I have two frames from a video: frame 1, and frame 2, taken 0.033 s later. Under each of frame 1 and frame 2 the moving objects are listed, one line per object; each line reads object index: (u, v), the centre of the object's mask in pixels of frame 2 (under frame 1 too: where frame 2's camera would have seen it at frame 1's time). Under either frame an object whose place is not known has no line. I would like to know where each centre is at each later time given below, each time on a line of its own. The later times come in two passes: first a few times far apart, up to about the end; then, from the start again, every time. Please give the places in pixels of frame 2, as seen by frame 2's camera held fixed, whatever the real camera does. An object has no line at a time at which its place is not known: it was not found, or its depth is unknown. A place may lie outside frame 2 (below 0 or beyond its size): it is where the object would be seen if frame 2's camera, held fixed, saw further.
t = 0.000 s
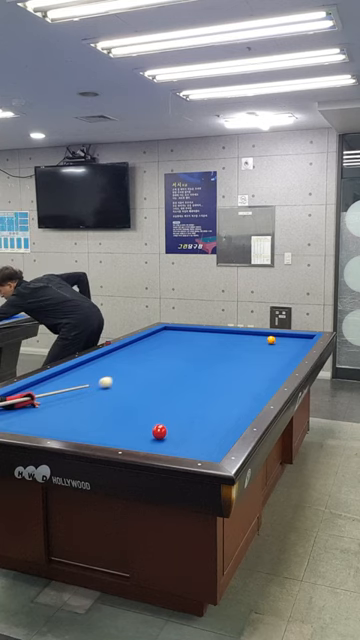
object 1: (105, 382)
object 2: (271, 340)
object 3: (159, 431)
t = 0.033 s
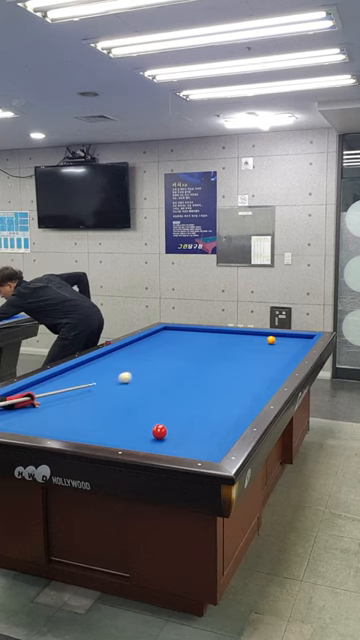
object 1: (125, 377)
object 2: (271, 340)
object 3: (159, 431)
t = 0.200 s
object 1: (201, 358)
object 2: (271, 340)
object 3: (159, 431)
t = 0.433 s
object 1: (275, 341)
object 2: (269, 338)
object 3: (159, 431)
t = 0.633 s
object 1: (295, 339)
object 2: (264, 336)
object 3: (159, 431)
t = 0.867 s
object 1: (264, 334)
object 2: (249, 342)
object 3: (159, 431)
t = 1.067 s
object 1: (237, 335)
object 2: (237, 348)
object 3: (159, 431)
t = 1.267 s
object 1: (210, 336)
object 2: (222, 354)
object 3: (159, 431)
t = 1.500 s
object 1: (177, 338)
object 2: (205, 362)
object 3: (159, 431)
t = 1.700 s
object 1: (150, 339)
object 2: (187, 370)
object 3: (159, 431)
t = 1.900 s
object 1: (141, 342)
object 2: (169, 379)
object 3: (159, 432)
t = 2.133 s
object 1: (148, 347)
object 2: (144, 390)
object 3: (159, 432)
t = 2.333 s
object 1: (154, 352)
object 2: (120, 400)
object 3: (159, 431)
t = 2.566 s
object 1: (162, 358)
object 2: (89, 414)
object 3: (159, 432)
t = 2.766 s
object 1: (169, 364)
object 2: (58, 428)
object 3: (159, 432)
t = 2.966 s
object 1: (177, 370)
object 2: (57, 426)
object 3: (159, 431)
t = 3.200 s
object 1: (187, 377)
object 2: (72, 415)
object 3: (159, 431)
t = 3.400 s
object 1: (197, 384)
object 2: (83, 408)
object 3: (159, 432)
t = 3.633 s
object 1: (208, 393)
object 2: (95, 400)
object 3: (159, 432)
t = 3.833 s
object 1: (219, 402)
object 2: (104, 393)
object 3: (159, 431)
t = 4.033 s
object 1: (231, 411)
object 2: (113, 387)
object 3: (159, 431)
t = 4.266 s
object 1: (230, 419)
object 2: (122, 381)
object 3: (159, 432)
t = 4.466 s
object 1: (214, 423)
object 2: (129, 376)
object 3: (159, 431)
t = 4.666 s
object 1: (198, 427)
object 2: (136, 371)
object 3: (159, 431)
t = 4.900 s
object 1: (179, 432)
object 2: (143, 367)
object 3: (159, 431)
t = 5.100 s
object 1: (166, 437)
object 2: (148, 363)
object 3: (155, 431)
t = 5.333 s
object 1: (154, 442)
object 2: (155, 359)
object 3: (150, 430)
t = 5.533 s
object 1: (146, 444)
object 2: (159, 355)
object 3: (146, 430)
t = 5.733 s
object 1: (148, 441)
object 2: (164, 352)
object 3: (141, 429)
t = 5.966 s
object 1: (150, 437)
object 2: (169, 349)
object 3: (137, 429)
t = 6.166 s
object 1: (152, 434)
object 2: (172, 346)
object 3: (134, 428)
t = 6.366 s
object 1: (153, 431)
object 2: (176, 344)
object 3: (131, 427)
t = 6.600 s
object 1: (155, 427)
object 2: (180, 341)
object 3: (127, 427)
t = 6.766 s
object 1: (156, 425)
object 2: (183, 339)
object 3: (126, 427)
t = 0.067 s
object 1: (142, 373)
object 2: (271, 340)
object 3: (159, 431)
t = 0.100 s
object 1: (159, 369)
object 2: (271, 340)
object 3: (159, 431)
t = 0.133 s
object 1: (174, 365)
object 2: (271, 340)
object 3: (159, 431)
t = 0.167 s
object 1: (188, 362)
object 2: (271, 340)
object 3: (159, 431)
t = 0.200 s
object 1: (201, 358)
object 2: (271, 340)
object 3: (159, 431)
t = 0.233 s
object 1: (214, 355)
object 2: (271, 340)
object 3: (159, 431)
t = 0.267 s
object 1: (226, 353)
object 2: (271, 340)
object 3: (159, 431)
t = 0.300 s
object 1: (237, 350)
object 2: (271, 340)
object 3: (159, 431)
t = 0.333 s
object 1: (247, 347)
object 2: (271, 340)
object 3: (159, 431)
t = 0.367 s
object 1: (256, 345)
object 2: (271, 340)
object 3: (159, 431)
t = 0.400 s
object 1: (265, 343)
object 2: (272, 339)
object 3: (159, 431)
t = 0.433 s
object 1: (275, 341)
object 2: (269, 338)
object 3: (159, 431)
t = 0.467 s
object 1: (283, 341)
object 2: (270, 337)
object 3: (159, 431)
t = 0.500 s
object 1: (292, 341)
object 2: (270, 335)
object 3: (159, 431)
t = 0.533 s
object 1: (301, 341)
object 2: (270, 334)
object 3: (159, 431)
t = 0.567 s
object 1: (306, 341)
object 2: (268, 334)
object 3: (159, 431)
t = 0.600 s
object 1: (300, 340)
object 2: (266, 334)
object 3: (159, 431)
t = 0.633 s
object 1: (295, 339)
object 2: (264, 336)
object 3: (159, 431)
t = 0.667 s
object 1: (290, 337)
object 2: (262, 337)
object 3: (159, 431)
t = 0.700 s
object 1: (285, 336)
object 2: (259, 337)
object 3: (159, 431)
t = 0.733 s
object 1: (281, 335)
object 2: (258, 338)
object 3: (159, 431)
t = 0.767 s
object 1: (277, 334)
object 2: (256, 340)
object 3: (159, 431)
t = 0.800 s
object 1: (274, 334)
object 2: (254, 340)
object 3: (159, 431)
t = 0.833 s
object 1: (269, 333)
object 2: (251, 341)
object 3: (159, 431)
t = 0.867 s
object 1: (264, 334)
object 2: (249, 342)
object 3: (159, 431)
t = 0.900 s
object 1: (260, 334)
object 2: (247, 343)
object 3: (159, 431)
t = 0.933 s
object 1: (255, 334)
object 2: (245, 344)
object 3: (159, 431)
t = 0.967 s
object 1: (251, 335)
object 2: (243, 345)
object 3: (159, 431)
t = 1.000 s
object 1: (246, 335)
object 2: (241, 346)
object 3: (159, 431)
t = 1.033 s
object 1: (241, 335)
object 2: (239, 347)
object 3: (159, 431)
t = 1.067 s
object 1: (237, 335)
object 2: (237, 348)
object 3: (159, 431)
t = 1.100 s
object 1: (232, 335)
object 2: (234, 349)
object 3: (159, 431)
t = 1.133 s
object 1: (228, 336)
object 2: (232, 350)
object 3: (159, 431)
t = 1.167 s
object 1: (223, 336)
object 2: (230, 351)
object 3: (159, 431)
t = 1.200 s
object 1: (219, 336)
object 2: (228, 352)
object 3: (159, 431)
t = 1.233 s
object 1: (214, 336)
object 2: (225, 353)
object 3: (159, 431)
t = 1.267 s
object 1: (210, 336)
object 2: (222, 354)
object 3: (159, 431)
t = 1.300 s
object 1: (205, 336)
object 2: (220, 355)
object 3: (159, 431)
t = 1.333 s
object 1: (200, 337)
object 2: (218, 357)
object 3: (159, 431)
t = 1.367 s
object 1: (196, 337)
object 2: (215, 358)
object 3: (159, 431)
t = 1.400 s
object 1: (191, 337)
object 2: (213, 359)
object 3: (159, 431)
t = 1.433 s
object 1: (187, 337)
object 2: (210, 360)
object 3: (159, 431)
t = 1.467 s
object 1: (182, 338)
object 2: (207, 361)
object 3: (159, 431)
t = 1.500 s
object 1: (177, 338)
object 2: (205, 362)
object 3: (159, 431)
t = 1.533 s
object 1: (173, 338)
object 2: (202, 363)
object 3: (159, 431)
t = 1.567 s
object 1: (168, 338)
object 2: (199, 365)
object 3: (159, 431)
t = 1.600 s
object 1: (164, 338)
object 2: (196, 366)
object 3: (159, 431)
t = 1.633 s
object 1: (159, 339)
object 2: (193, 367)
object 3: (159, 431)
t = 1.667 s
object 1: (154, 339)
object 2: (190, 369)
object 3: (159, 431)
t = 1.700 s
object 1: (150, 339)
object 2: (187, 370)
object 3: (159, 431)
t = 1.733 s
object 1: (145, 339)
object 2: (185, 371)
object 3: (159, 431)
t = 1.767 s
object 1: (140, 340)
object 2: (181, 373)
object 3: (159, 431)
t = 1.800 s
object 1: (136, 340)
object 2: (179, 374)
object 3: (159, 431)
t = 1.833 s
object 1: (138, 341)
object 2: (175, 376)
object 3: (159, 431)
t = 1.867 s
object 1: (139, 342)
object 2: (172, 377)
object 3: (159, 431)
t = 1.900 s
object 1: (141, 342)
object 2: (169, 379)
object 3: (159, 432)
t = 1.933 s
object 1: (141, 343)
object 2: (166, 380)
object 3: (159, 431)
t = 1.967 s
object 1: (142, 343)
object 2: (162, 381)
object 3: (159, 431)
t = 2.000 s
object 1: (143, 344)
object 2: (159, 383)
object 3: (159, 432)
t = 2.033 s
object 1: (145, 345)
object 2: (155, 385)
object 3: (159, 432)
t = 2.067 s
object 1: (146, 346)
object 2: (152, 386)
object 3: (159, 432)
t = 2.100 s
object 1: (146, 346)
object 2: (148, 388)
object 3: (159, 432)
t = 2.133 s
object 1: (148, 347)
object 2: (144, 390)
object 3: (159, 432)
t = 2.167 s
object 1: (149, 348)
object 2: (140, 391)
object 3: (159, 431)
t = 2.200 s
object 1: (150, 349)
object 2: (136, 393)
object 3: (159, 431)
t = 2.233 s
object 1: (151, 350)
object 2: (132, 395)
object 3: (159, 431)
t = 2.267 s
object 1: (152, 350)
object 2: (128, 397)
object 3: (159, 431)
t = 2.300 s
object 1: (153, 351)
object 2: (124, 398)
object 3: (159, 431)
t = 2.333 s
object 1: (154, 352)
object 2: (120, 400)
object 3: (159, 431)
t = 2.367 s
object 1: (155, 353)
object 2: (116, 402)
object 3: (159, 431)
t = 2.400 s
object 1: (156, 354)
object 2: (112, 404)
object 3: (159, 431)
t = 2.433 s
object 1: (157, 354)
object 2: (107, 406)
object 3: (159, 431)
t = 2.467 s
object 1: (158, 355)
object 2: (103, 408)
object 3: (159, 431)
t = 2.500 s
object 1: (159, 356)
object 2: (98, 410)
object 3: (159, 431)
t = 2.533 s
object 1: (161, 357)
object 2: (93, 412)
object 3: (159, 431)
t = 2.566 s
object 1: (162, 358)
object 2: (89, 414)
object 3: (159, 432)
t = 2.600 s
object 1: (163, 359)
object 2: (84, 417)
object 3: (159, 431)
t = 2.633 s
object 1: (164, 360)
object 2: (79, 419)
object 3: (159, 431)
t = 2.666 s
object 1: (166, 361)
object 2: (74, 421)
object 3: (159, 431)
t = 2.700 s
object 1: (167, 362)
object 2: (68, 423)
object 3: (159, 432)
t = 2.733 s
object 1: (168, 363)
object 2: (63, 426)
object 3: (159, 432)
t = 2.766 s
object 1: (169, 364)
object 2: (58, 428)
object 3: (159, 432)
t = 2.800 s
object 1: (171, 365)
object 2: (53, 429)
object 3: (159, 431)
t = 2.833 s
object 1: (172, 366)
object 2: (47, 431)
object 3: (159, 431)
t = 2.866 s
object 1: (173, 367)
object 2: (48, 430)
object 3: (159, 431)
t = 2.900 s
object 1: (174, 368)
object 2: (52, 429)
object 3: (159, 432)
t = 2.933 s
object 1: (176, 368)
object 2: (55, 428)
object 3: (159, 432)
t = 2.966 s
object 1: (177, 370)
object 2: (57, 426)
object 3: (159, 431)
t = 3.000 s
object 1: (178, 371)
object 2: (60, 424)
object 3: (159, 431)
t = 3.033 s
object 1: (180, 372)
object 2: (62, 423)
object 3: (159, 432)
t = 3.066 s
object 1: (181, 373)
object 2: (64, 421)
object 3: (159, 431)
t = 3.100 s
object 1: (183, 374)
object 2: (66, 420)
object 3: (159, 431)
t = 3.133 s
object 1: (184, 375)
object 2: (68, 418)
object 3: (159, 431)
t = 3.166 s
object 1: (185, 376)
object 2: (70, 417)
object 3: (159, 432)
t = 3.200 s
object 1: (187, 377)
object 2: (72, 415)
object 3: (159, 431)
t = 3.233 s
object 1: (189, 378)
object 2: (74, 414)
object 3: (159, 431)
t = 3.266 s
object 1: (190, 379)
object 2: (76, 413)
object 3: (159, 431)
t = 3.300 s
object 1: (192, 381)
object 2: (78, 412)
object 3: (159, 431)
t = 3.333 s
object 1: (193, 382)
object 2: (80, 410)
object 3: (159, 432)
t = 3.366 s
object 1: (195, 383)
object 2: (82, 409)
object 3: (159, 431)
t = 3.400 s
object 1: (197, 384)
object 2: (83, 408)
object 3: (159, 432)
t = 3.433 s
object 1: (198, 385)
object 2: (85, 407)
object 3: (159, 432)
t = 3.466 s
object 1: (200, 387)
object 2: (87, 405)
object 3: (159, 432)
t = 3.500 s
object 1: (202, 388)
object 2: (89, 404)
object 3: (159, 431)
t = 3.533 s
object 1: (203, 389)
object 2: (90, 403)
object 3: (159, 431)
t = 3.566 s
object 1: (205, 391)
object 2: (92, 402)
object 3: (159, 432)
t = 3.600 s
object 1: (207, 392)
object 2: (93, 401)
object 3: (159, 432)
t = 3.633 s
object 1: (208, 393)
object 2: (95, 400)
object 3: (159, 432)
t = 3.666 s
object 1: (210, 395)
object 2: (97, 398)
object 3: (159, 432)
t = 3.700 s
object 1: (212, 396)
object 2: (98, 397)
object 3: (159, 431)
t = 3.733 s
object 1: (214, 397)
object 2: (100, 396)
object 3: (159, 432)
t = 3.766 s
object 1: (216, 399)
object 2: (101, 395)
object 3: (159, 432)
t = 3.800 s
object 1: (217, 400)
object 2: (103, 394)
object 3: (159, 431)
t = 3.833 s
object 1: (219, 402)
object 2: (104, 393)
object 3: (159, 431)
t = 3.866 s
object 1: (221, 403)
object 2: (106, 392)
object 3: (159, 432)
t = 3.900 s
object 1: (223, 405)
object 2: (107, 391)
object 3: (159, 432)
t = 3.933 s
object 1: (225, 406)
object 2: (109, 390)
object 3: (159, 432)
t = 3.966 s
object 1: (227, 407)
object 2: (110, 389)
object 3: (159, 432)
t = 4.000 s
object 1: (229, 409)
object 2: (111, 388)
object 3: (159, 432)
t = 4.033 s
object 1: (231, 411)
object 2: (113, 387)
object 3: (159, 431)
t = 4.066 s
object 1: (234, 412)
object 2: (114, 386)
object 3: (159, 432)
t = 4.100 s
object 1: (236, 414)
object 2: (115, 385)
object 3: (159, 431)
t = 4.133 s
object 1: (238, 415)
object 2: (117, 385)
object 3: (159, 431)
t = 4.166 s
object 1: (238, 416)
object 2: (118, 384)
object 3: (159, 431)
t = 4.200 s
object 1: (235, 417)
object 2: (119, 383)
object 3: (159, 432)
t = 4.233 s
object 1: (232, 418)
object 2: (120, 382)
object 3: (159, 432)
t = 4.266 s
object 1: (230, 419)
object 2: (122, 381)
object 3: (159, 432)
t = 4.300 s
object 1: (227, 419)
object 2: (123, 380)
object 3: (159, 431)
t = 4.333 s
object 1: (224, 420)
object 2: (124, 379)
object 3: (159, 432)
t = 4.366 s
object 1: (222, 421)
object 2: (126, 378)
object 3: (159, 432)
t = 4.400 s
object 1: (219, 422)
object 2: (127, 377)
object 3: (159, 432)
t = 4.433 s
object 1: (216, 422)
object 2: (128, 377)
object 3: (159, 431)
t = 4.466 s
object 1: (214, 423)
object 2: (129, 376)
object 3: (159, 431)
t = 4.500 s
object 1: (211, 424)
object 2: (130, 375)
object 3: (159, 431)
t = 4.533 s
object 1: (209, 424)
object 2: (131, 374)
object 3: (159, 431)
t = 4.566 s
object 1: (206, 425)
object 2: (132, 374)
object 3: (159, 431)
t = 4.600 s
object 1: (203, 426)
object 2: (134, 373)
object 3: (159, 431)
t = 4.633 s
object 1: (201, 426)
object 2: (135, 372)
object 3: (159, 431)
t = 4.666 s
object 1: (198, 427)
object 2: (136, 371)
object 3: (159, 431)
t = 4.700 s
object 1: (195, 428)
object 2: (137, 370)
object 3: (159, 432)
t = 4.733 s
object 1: (192, 429)
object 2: (138, 370)
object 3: (159, 431)
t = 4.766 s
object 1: (190, 429)
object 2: (139, 369)
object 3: (159, 431)
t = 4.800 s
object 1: (187, 430)
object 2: (140, 368)
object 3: (159, 431)
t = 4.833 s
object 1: (184, 431)
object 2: (141, 368)
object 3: (159, 431)
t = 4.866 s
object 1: (182, 432)
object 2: (142, 367)
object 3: (159, 431)
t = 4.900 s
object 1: (179, 432)
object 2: (143, 367)
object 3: (159, 431)
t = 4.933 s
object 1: (176, 433)
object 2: (144, 366)
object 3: (159, 431)
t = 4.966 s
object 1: (174, 433)
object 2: (145, 365)
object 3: (159, 431)
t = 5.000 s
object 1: (171, 435)
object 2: (146, 365)
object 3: (158, 431)
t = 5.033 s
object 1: (170, 435)
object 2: (147, 364)
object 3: (157, 431)
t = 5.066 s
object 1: (168, 436)
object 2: (148, 363)
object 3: (156, 431)
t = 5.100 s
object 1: (166, 437)
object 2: (148, 363)
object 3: (155, 431)
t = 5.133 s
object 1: (165, 438)
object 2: (149, 362)
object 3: (154, 431)
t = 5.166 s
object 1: (163, 439)
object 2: (150, 361)
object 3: (153, 430)
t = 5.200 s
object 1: (161, 440)
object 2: (151, 361)
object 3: (153, 430)
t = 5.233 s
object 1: (159, 441)
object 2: (152, 360)
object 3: (152, 430)
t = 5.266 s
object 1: (157, 441)
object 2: (153, 360)
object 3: (152, 430)
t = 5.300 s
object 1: (156, 442)
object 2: (154, 359)
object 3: (151, 430)
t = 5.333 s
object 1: (154, 442)
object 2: (155, 359)
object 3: (150, 430)
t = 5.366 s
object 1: (152, 443)
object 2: (155, 358)
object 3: (149, 430)
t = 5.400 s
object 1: (150, 443)
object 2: (156, 357)
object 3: (148, 430)
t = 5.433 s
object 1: (148, 443)
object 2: (157, 357)
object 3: (148, 430)
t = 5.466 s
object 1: (146, 444)
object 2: (158, 356)
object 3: (147, 430)
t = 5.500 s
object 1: (146, 444)
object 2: (159, 356)
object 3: (147, 430)
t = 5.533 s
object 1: (146, 444)
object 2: (159, 355)
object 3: (146, 430)
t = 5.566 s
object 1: (147, 443)
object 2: (160, 355)
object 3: (145, 429)
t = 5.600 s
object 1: (147, 443)
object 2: (161, 354)
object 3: (144, 429)
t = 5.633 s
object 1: (148, 442)
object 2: (162, 354)
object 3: (144, 429)
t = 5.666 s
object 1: (148, 442)
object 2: (162, 353)
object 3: (143, 429)
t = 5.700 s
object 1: (148, 441)
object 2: (163, 353)
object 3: (142, 429)
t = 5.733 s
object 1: (148, 441)
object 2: (164, 352)
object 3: (141, 429)
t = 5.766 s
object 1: (149, 441)
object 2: (165, 352)
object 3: (141, 429)
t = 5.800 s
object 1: (149, 440)
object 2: (165, 351)
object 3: (140, 428)
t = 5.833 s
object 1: (149, 440)
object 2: (166, 351)
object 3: (140, 429)
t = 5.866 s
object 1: (149, 440)
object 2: (167, 350)
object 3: (139, 429)
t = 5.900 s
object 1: (149, 439)
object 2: (168, 350)
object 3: (139, 428)
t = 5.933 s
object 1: (150, 438)
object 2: (168, 349)
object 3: (138, 428)
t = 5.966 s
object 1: (150, 437)
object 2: (169, 349)
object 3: (137, 429)
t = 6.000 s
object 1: (150, 437)
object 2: (169, 348)
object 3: (137, 428)
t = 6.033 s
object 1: (151, 436)
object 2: (170, 348)
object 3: (136, 428)
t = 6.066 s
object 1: (151, 436)
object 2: (171, 347)
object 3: (135, 428)
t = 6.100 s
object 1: (151, 435)
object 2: (171, 347)
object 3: (135, 428)
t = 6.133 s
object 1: (152, 435)
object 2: (172, 347)
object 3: (134, 428)
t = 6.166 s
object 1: (152, 434)
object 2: (172, 346)
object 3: (134, 428)
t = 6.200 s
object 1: (152, 433)
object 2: (173, 346)
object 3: (133, 428)
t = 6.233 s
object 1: (152, 433)
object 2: (174, 345)
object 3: (133, 428)
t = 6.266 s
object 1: (152, 432)
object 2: (175, 345)
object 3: (132, 428)
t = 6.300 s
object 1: (153, 432)
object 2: (175, 344)
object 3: (132, 428)
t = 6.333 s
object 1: (153, 432)
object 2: (176, 344)
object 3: (131, 428)
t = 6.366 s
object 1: (153, 431)
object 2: (176, 344)
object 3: (131, 427)
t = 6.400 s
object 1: (153, 430)
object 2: (177, 343)
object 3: (130, 427)
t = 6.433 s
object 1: (154, 430)
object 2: (178, 343)
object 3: (130, 427)
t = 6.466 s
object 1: (154, 429)
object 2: (178, 343)
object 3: (129, 428)
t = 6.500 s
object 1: (154, 429)
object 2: (179, 342)
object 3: (129, 427)
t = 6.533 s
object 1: (154, 428)
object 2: (179, 342)
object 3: (128, 427)
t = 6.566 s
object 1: (155, 428)
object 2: (180, 341)
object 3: (128, 427)
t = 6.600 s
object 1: (155, 427)
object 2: (180, 341)
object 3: (127, 427)
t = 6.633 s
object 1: (155, 427)
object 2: (181, 340)
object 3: (127, 427)
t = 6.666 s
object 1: (155, 426)
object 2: (182, 340)
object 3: (127, 427)
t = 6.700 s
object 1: (156, 426)
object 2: (182, 340)
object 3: (126, 427)
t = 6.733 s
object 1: (156, 426)
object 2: (182, 339)
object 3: (126, 427)
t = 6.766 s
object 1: (156, 425)
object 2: (183, 339)
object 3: (126, 427)
